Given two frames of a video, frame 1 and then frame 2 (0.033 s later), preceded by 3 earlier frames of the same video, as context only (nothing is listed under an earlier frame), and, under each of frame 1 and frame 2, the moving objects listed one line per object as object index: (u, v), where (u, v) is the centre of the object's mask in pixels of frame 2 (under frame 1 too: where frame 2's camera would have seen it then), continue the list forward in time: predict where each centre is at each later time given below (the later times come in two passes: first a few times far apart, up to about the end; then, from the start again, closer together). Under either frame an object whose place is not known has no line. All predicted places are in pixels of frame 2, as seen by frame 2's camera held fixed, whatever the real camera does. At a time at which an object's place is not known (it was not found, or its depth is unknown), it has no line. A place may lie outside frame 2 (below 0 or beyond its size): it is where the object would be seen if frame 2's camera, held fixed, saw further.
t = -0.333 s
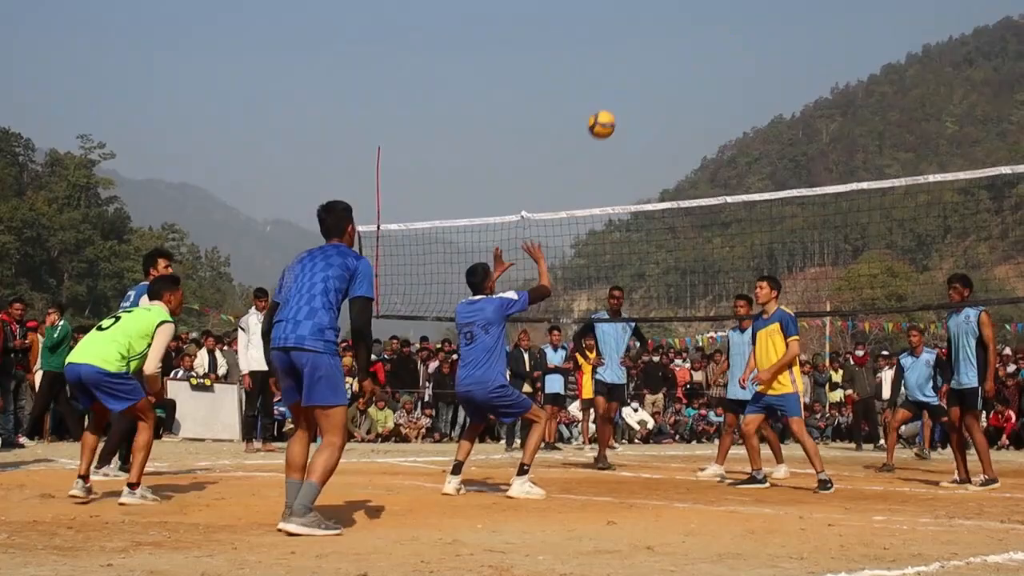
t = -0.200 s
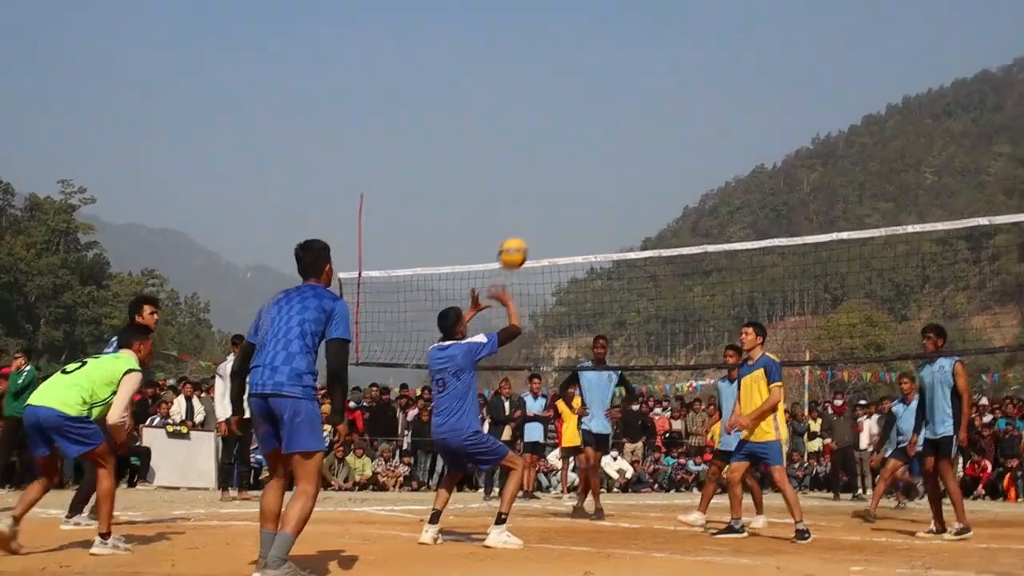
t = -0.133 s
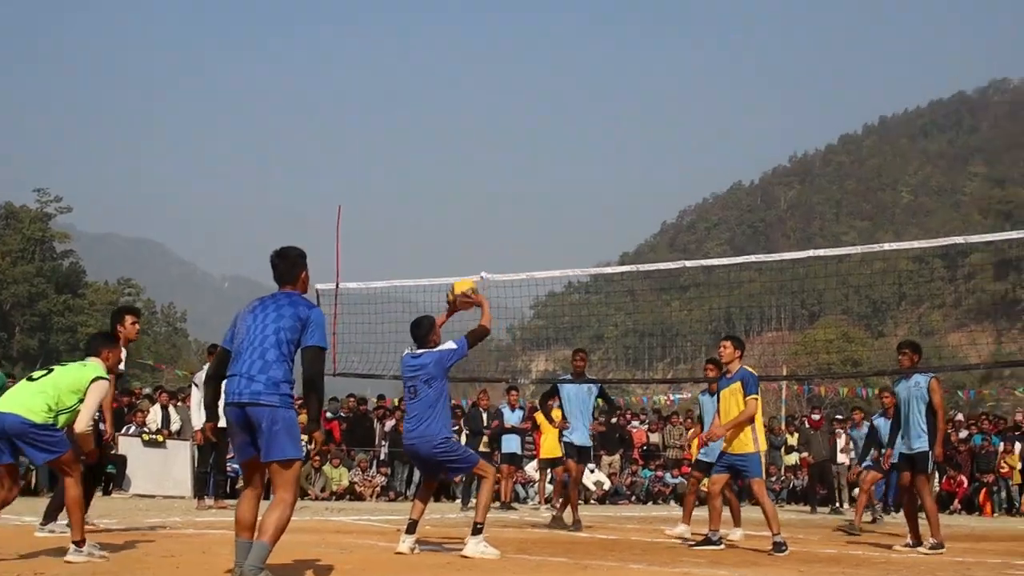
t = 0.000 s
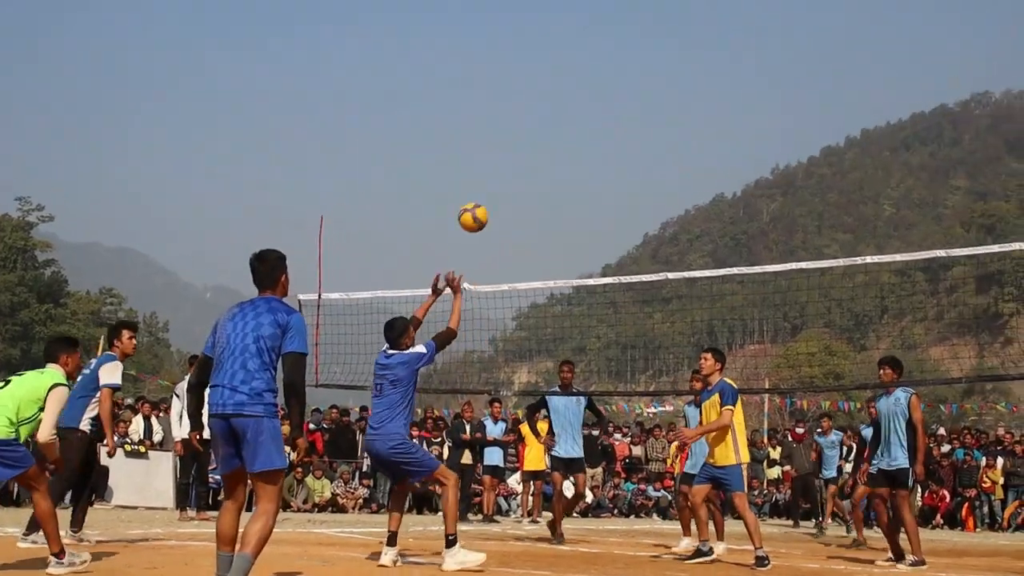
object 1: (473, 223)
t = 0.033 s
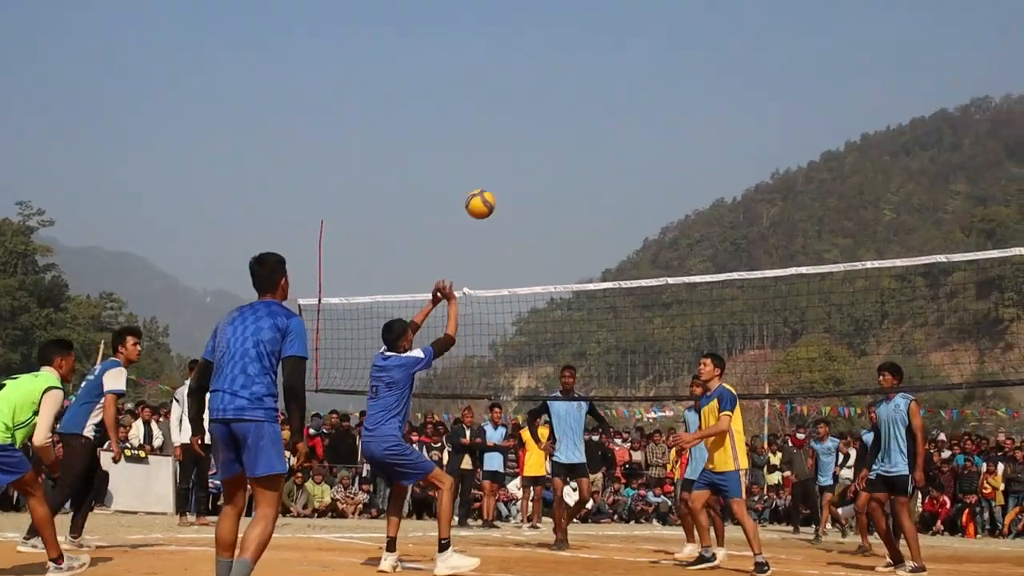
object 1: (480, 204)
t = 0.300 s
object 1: (533, 122)
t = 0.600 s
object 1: (583, 144)
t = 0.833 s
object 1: (617, 235)
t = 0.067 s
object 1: (487, 188)
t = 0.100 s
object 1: (494, 175)
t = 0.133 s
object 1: (501, 163)
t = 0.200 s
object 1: (514, 142)
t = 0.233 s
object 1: (520, 134)
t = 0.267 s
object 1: (527, 128)
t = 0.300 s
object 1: (533, 122)
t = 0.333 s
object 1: (538, 119)
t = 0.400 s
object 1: (550, 117)
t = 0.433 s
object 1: (556, 118)
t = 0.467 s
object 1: (562, 121)
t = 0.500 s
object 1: (568, 124)
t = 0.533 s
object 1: (573, 129)
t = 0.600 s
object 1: (583, 144)
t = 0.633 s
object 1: (588, 153)
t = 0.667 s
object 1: (593, 163)
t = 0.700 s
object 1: (598, 175)
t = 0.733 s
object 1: (603, 188)
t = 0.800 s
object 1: (612, 218)
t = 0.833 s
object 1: (617, 235)
